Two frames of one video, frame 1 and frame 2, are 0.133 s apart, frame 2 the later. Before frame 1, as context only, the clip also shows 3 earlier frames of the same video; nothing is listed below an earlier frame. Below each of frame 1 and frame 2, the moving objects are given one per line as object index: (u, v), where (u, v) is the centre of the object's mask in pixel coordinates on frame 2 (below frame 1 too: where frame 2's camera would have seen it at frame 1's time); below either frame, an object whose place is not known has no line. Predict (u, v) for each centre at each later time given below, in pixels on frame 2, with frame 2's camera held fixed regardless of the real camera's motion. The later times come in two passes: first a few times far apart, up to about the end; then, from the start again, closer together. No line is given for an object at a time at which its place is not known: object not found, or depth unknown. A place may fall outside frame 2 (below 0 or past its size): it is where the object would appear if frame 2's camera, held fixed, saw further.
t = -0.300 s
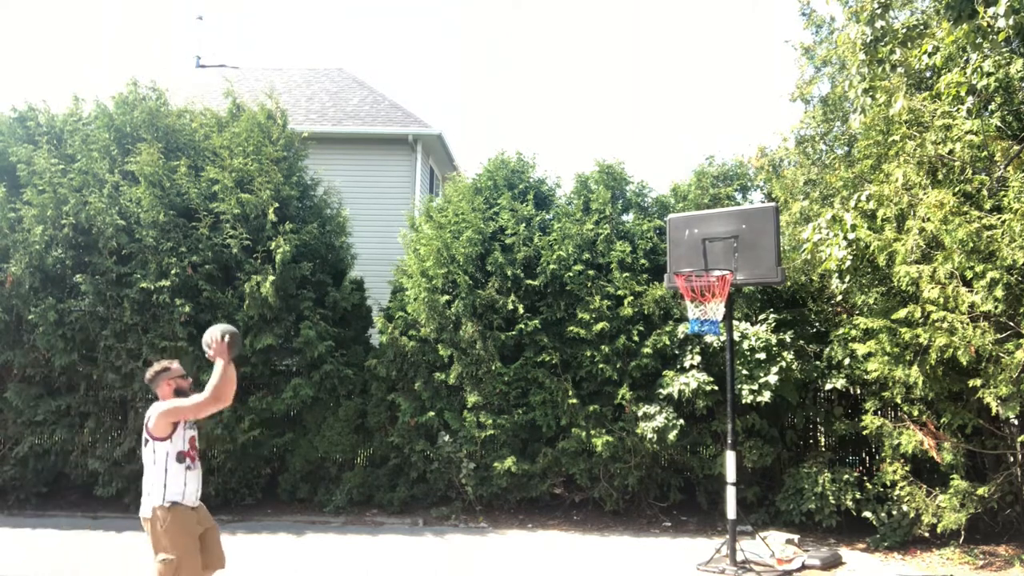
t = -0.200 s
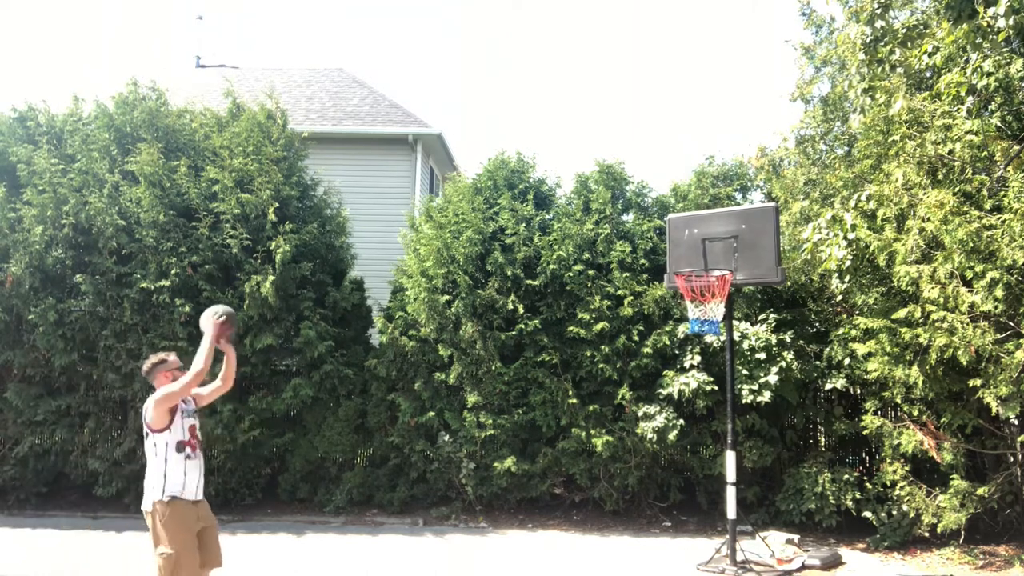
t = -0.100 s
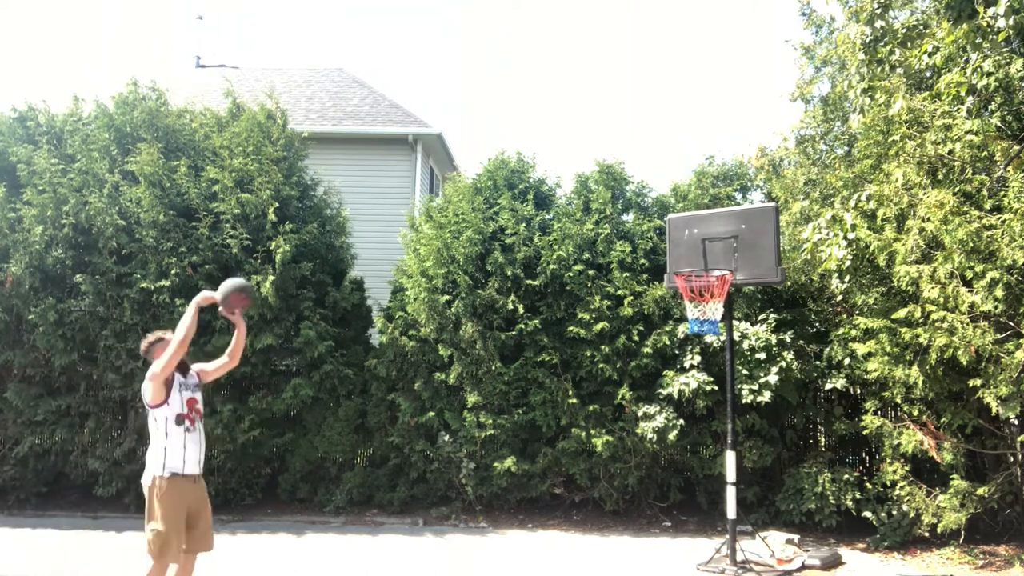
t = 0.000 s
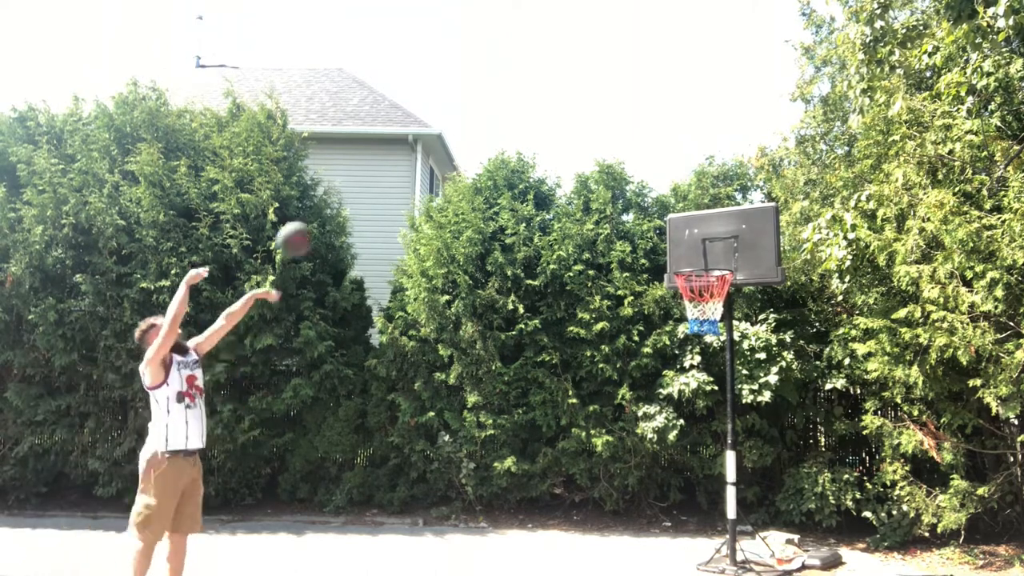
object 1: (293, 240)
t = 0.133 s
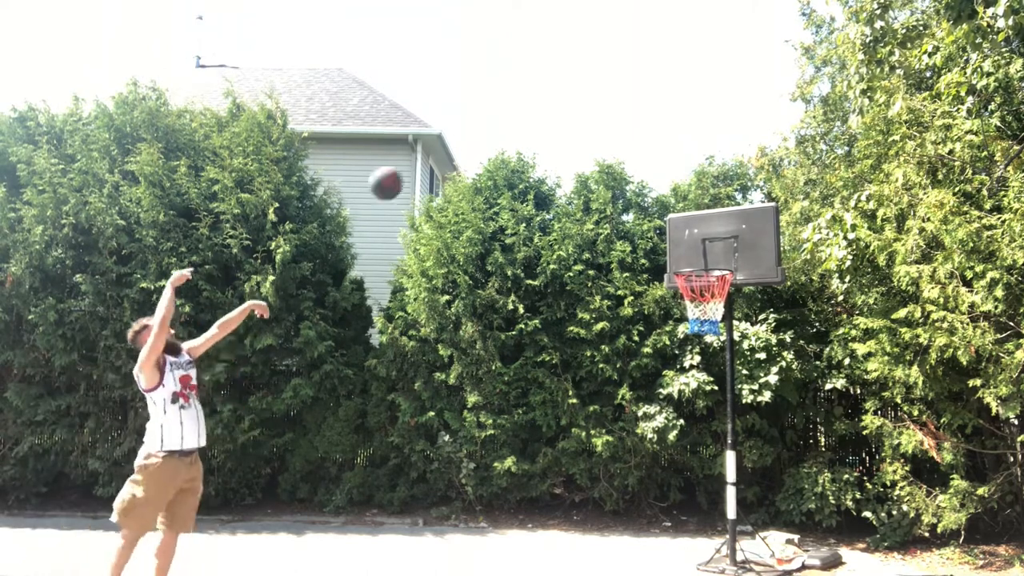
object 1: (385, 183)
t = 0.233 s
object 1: (445, 160)
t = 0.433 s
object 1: (554, 156)
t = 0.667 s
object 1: (662, 206)
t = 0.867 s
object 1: (726, 250)
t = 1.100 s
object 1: (727, 226)
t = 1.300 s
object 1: (729, 257)
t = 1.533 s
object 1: (730, 367)
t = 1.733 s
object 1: (734, 537)
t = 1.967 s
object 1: (739, 503)
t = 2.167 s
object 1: (742, 383)
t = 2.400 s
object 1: (748, 332)
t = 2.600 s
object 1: (752, 355)
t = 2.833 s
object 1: (761, 461)
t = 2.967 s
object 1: (766, 561)
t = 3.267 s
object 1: (762, 498)
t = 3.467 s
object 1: (756, 431)
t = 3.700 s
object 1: (750, 439)
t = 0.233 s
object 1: (445, 160)
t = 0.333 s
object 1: (503, 153)
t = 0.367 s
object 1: (521, 153)
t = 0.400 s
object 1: (537, 154)
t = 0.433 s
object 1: (554, 156)
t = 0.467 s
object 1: (571, 160)
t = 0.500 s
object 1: (587, 166)
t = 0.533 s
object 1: (603, 170)
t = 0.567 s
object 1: (617, 176)
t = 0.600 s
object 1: (633, 185)
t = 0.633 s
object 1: (648, 195)
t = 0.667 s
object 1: (662, 206)
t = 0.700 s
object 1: (676, 217)
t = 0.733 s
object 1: (690, 229)
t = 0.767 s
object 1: (703, 242)
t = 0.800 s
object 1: (718, 256)
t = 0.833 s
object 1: (726, 257)
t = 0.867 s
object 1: (726, 250)
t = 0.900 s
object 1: (726, 243)
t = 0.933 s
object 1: (726, 237)
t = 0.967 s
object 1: (726, 232)
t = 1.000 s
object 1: (726, 229)
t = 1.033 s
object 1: (726, 227)
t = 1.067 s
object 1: (727, 226)
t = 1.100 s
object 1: (727, 226)
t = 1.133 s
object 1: (728, 228)
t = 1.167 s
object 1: (728, 231)
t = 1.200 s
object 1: (728, 236)
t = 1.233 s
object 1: (728, 242)
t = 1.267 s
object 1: (728, 250)
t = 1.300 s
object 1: (729, 257)
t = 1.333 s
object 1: (729, 268)
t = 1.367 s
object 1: (729, 280)
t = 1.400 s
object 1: (729, 294)
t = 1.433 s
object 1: (730, 308)
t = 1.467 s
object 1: (731, 326)
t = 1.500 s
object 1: (730, 346)
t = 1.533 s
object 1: (730, 367)
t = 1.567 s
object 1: (731, 391)
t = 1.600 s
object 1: (732, 417)
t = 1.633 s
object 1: (733, 442)
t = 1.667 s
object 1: (733, 472)
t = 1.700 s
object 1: (734, 505)
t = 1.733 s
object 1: (734, 537)
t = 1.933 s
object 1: (738, 529)
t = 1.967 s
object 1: (739, 503)
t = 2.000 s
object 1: (740, 478)
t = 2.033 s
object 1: (741, 454)
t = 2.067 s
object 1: (741, 433)
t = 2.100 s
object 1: (742, 415)
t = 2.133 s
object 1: (742, 398)
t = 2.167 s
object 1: (742, 383)
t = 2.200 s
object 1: (743, 370)
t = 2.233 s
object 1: (744, 359)
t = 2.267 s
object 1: (746, 351)
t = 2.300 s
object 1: (747, 343)
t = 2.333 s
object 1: (747, 338)
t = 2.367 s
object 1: (748, 334)
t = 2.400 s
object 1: (748, 332)
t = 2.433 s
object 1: (749, 332)
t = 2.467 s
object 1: (749, 334)
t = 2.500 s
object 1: (750, 336)
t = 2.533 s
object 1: (751, 341)
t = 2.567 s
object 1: (752, 348)
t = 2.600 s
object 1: (752, 355)
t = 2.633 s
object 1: (755, 364)
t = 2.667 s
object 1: (755, 377)
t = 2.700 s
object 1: (756, 391)
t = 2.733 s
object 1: (757, 406)
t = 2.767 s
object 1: (759, 422)
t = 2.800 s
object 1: (760, 441)
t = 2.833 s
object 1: (761, 461)
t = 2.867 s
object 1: (762, 483)
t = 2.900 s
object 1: (763, 507)
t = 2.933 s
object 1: (764, 530)
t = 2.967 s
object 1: (766, 561)
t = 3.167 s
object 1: (765, 558)
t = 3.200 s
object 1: (764, 535)
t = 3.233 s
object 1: (763, 515)
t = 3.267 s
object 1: (762, 498)
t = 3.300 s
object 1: (761, 482)
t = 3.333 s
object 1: (760, 468)
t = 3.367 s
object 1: (759, 456)
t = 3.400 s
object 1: (758, 446)
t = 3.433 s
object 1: (757, 438)
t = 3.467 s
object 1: (756, 431)
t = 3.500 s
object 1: (755, 427)
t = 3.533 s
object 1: (754, 425)
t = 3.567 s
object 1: (754, 424)
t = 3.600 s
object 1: (753, 425)
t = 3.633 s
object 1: (752, 428)
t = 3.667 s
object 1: (751, 433)
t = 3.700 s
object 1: (750, 439)
